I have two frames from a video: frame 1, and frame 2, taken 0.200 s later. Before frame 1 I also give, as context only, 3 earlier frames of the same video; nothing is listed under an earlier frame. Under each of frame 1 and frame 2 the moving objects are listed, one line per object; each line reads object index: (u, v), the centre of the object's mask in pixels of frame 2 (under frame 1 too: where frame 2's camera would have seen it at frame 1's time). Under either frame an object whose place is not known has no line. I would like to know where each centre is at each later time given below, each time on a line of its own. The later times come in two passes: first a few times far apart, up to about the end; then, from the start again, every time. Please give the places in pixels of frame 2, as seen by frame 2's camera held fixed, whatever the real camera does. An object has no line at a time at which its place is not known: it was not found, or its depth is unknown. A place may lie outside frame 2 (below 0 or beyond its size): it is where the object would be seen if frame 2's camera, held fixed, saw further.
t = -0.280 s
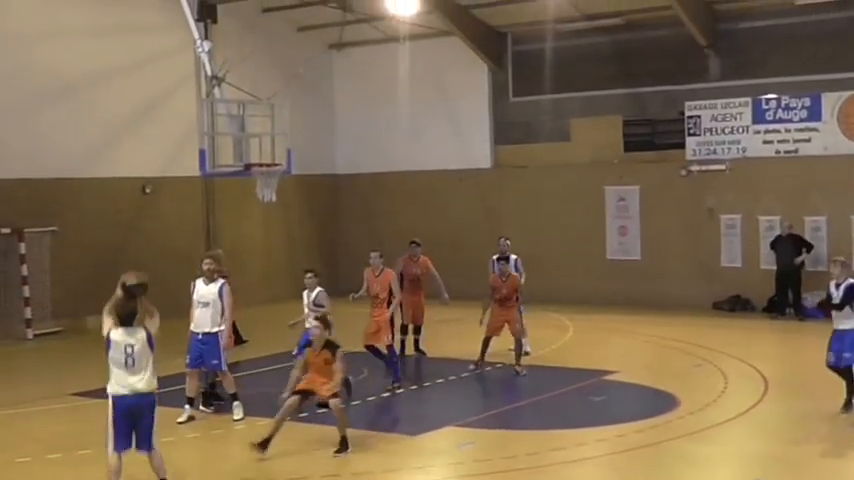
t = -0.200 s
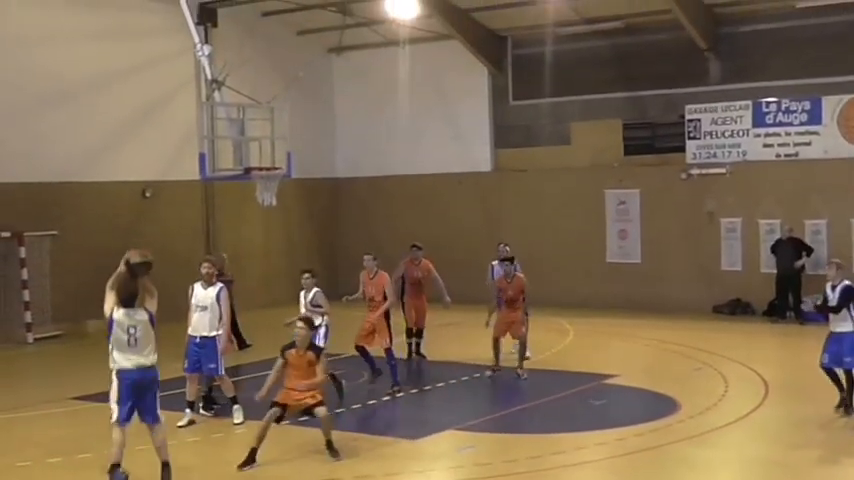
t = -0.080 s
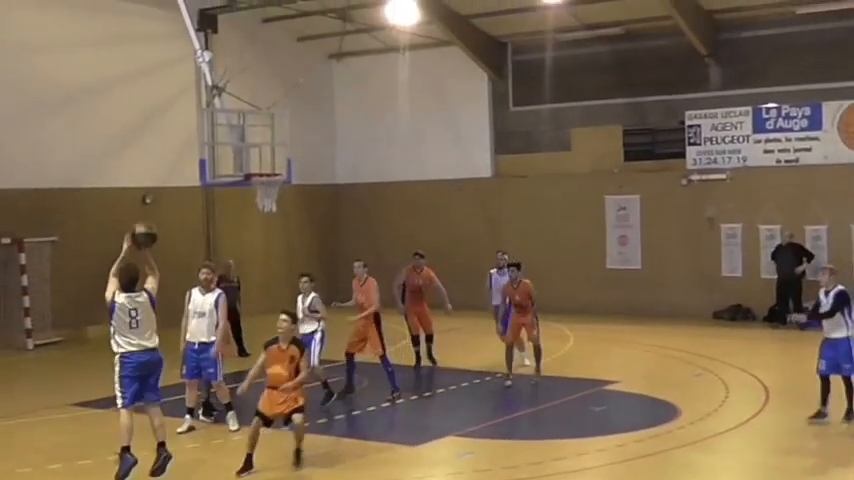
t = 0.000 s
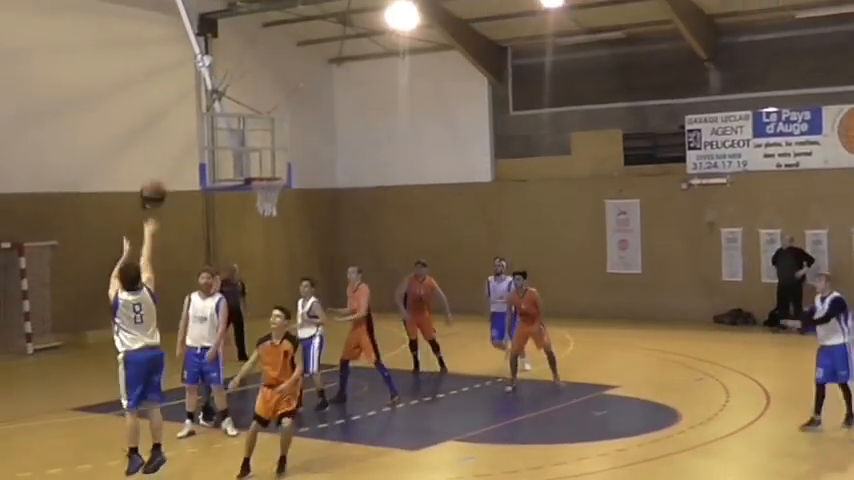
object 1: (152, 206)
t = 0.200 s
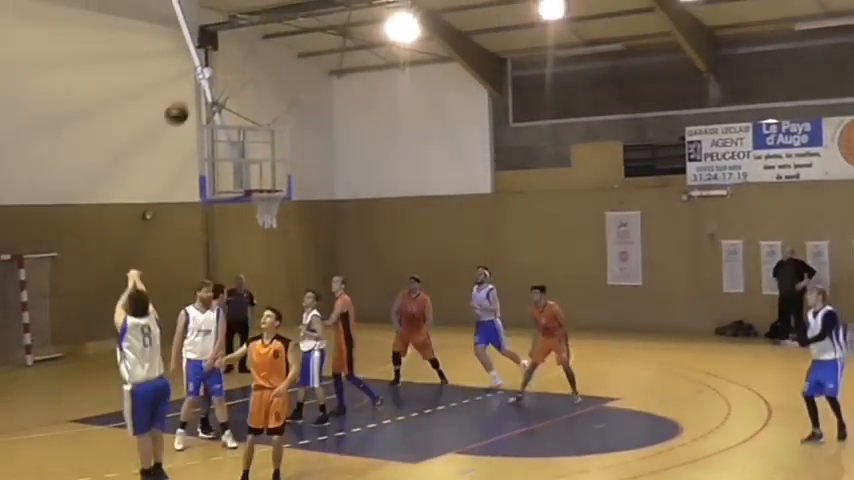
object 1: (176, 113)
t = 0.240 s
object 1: (180, 101)
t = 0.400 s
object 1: (196, 70)
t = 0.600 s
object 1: (216, 66)
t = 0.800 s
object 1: (234, 92)
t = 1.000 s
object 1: (250, 142)
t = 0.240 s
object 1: (180, 101)
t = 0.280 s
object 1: (184, 90)
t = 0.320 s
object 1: (188, 82)
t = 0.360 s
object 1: (192, 75)
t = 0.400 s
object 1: (196, 70)
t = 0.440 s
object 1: (200, 67)
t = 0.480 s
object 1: (204, 65)
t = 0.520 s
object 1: (209, 64)
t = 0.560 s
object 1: (212, 64)
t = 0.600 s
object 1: (216, 66)
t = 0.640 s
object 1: (219, 69)
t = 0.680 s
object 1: (223, 73)
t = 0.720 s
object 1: (227, 79)
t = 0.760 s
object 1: (230, 85)
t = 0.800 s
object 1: (234, 92)
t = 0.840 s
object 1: (237, 100)
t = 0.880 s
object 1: (240, 109)
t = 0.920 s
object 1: (244, 119)
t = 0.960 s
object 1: (247, 130)
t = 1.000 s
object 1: (250, 142)
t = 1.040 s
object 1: (254, 154)
